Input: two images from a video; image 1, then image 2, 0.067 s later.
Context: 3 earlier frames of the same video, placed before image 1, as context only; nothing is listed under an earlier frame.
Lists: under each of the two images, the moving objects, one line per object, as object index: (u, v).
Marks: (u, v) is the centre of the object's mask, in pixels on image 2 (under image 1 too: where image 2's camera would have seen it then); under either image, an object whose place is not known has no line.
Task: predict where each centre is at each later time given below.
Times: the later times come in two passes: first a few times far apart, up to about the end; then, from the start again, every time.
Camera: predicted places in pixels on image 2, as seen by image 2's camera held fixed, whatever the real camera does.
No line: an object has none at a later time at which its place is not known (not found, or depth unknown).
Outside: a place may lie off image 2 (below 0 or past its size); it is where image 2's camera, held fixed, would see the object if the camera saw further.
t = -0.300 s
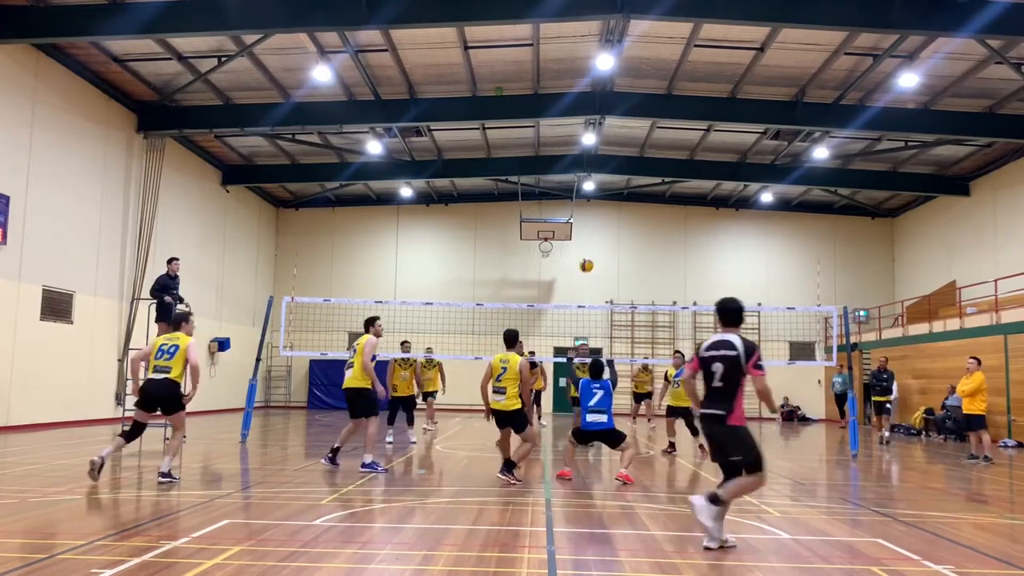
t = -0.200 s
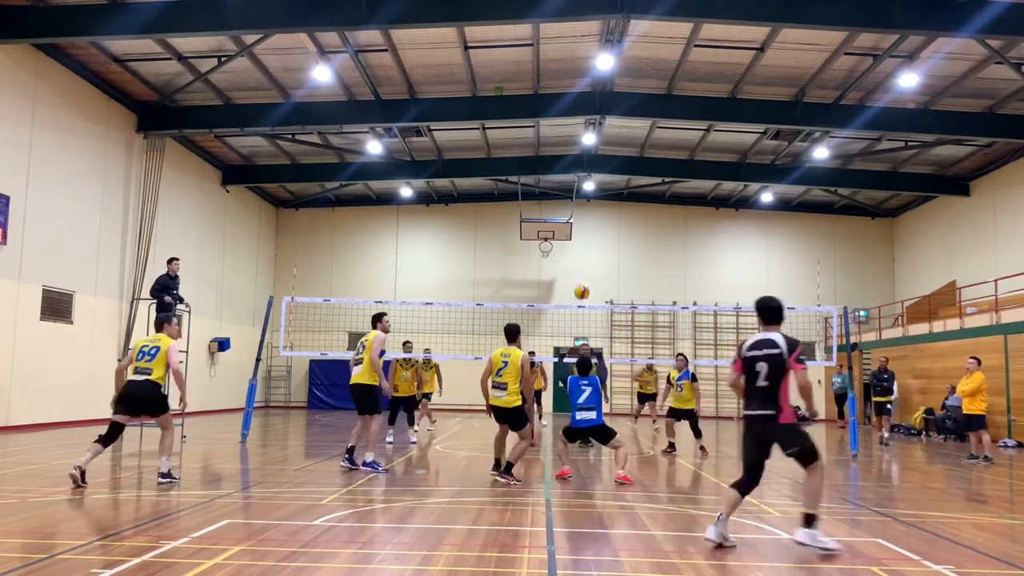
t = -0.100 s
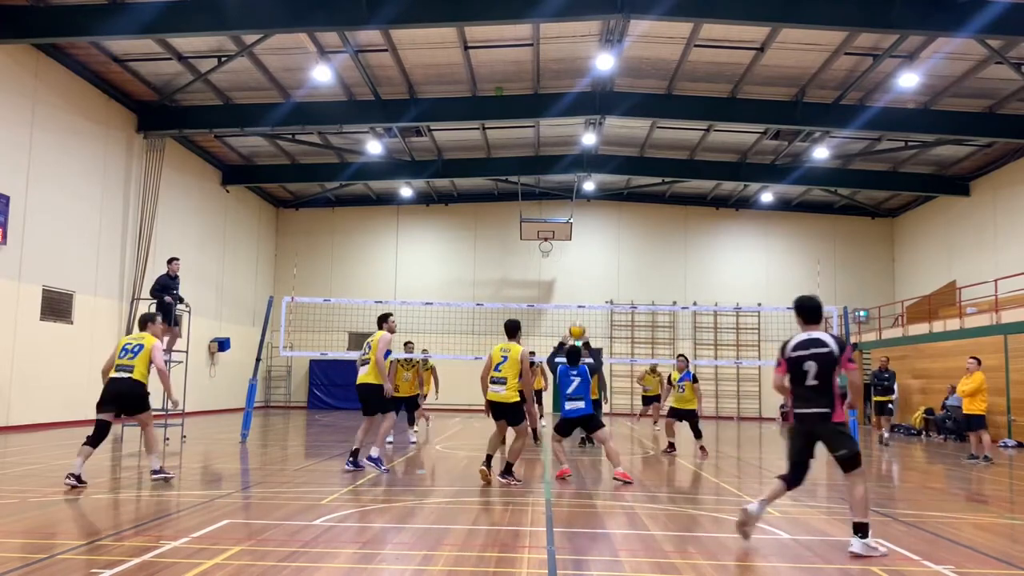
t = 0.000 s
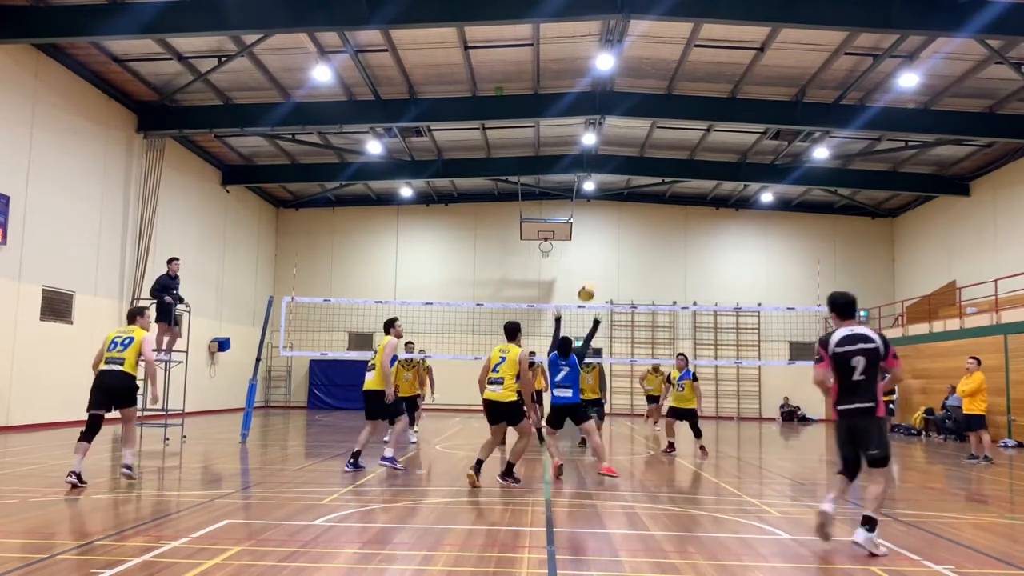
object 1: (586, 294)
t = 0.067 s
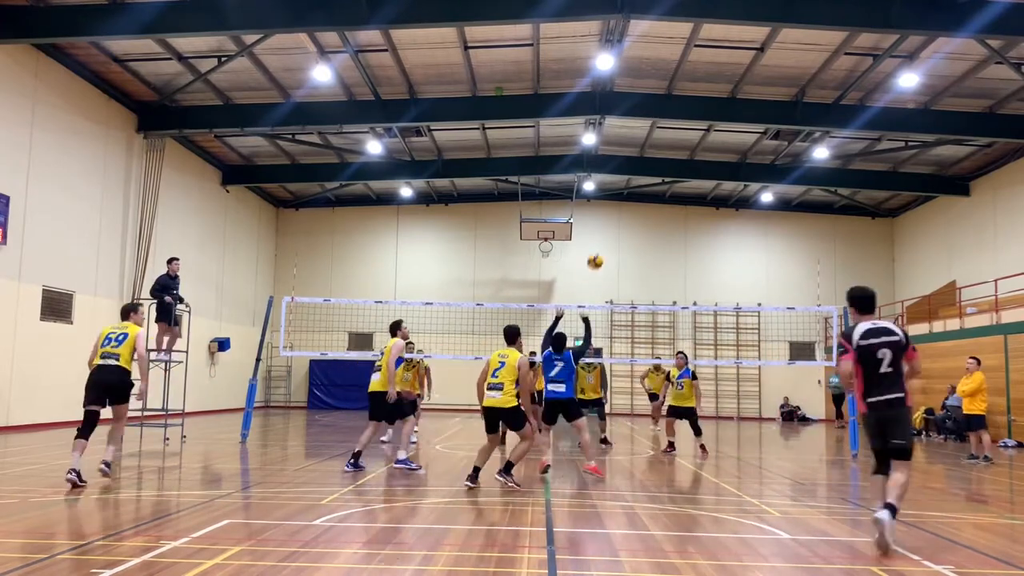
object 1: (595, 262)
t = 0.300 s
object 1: (623, 185)
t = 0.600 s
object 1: (654, 153)
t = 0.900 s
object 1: (681, 178)
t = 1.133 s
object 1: (699, 232)
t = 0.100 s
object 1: (599, 247)
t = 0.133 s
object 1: (603, 234)
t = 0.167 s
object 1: (607, 222)
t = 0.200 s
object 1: (611, 210)
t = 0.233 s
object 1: (616, 200)
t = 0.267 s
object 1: (619, 192)
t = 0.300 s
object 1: (623, 185)
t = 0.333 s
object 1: (627, 178)
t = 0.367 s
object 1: (631, 171)
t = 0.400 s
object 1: (634, 167)
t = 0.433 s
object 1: (638, 163)
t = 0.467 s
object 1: (641, 159)
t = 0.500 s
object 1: (645, 156)
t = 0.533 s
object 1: (648, 154)
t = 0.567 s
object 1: (651, 153)
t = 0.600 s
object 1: (654, 153)
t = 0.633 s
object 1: (658, 153)
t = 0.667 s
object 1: (661, 154)
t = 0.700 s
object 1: (664, 155)
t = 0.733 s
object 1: (667, 158)
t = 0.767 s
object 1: (670, 161)
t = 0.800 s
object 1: (673, 165)
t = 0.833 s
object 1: (676, 169)
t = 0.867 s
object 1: (679, 173)
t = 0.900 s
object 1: (681, 178)
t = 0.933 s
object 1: (684, 184)
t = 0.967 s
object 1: (686, 191)
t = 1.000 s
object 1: (689, 198)
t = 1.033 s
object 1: (692, 205)
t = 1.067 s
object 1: (694, 213)
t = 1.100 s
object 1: (697, 222)
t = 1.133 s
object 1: (699, 232)
